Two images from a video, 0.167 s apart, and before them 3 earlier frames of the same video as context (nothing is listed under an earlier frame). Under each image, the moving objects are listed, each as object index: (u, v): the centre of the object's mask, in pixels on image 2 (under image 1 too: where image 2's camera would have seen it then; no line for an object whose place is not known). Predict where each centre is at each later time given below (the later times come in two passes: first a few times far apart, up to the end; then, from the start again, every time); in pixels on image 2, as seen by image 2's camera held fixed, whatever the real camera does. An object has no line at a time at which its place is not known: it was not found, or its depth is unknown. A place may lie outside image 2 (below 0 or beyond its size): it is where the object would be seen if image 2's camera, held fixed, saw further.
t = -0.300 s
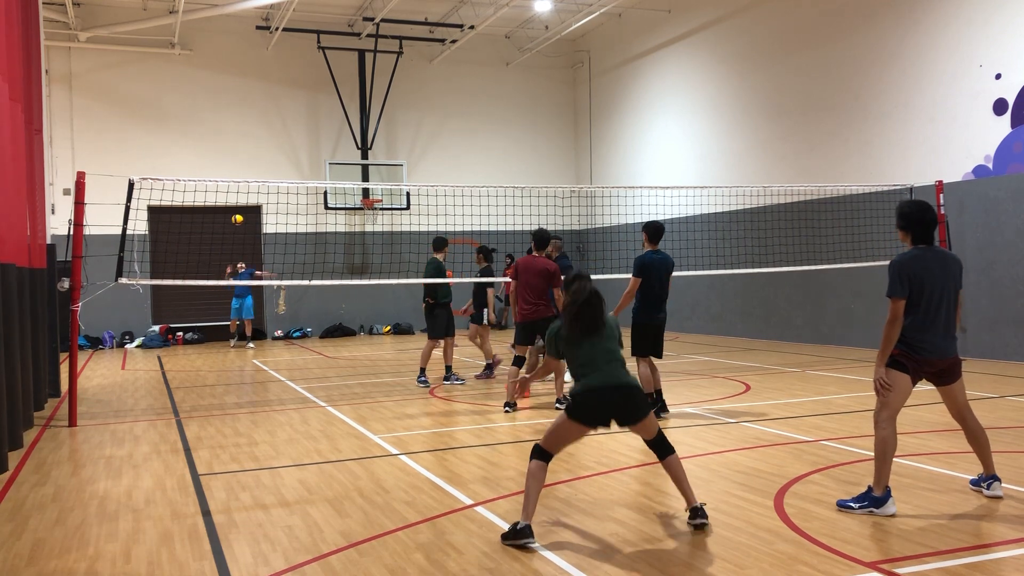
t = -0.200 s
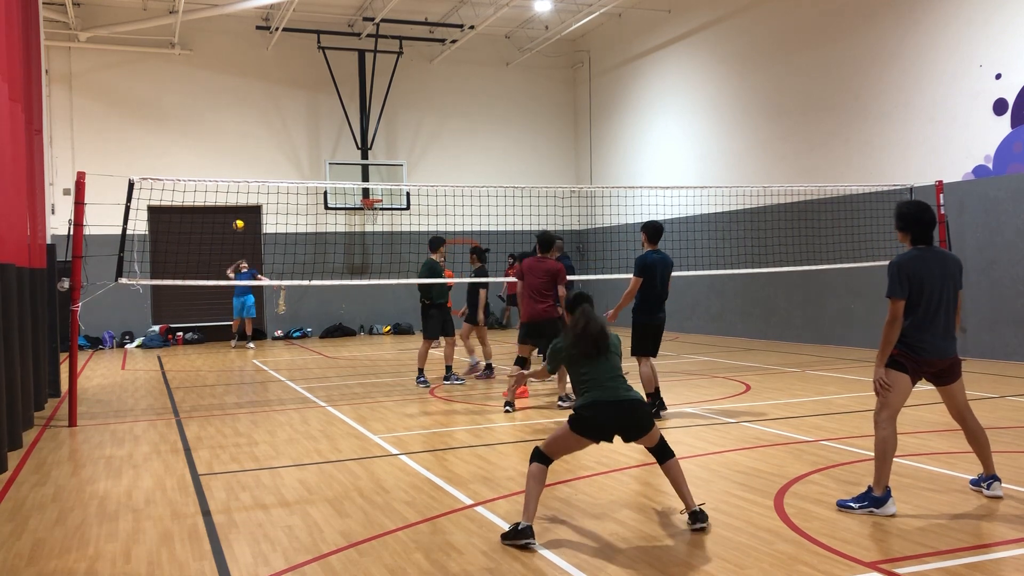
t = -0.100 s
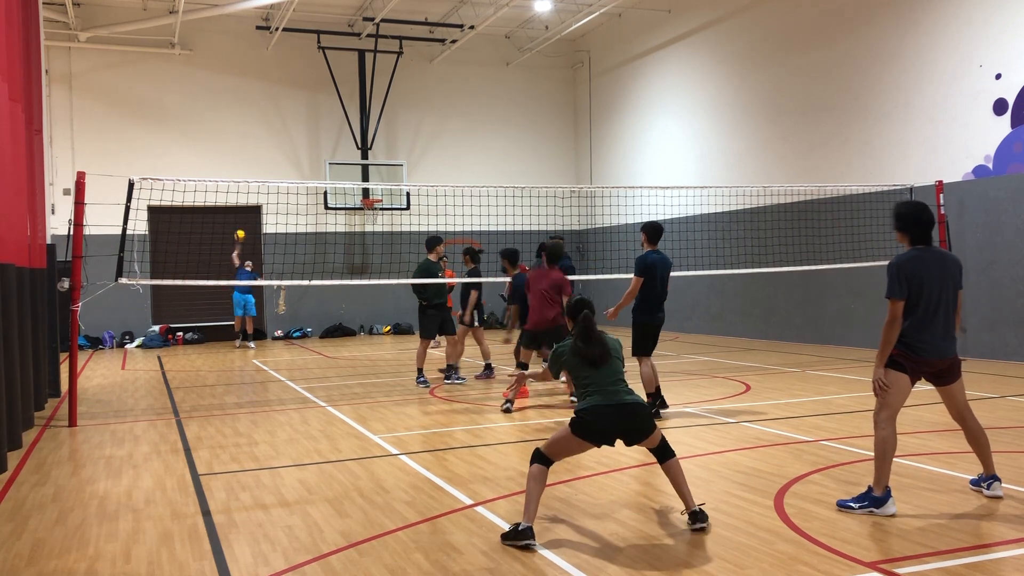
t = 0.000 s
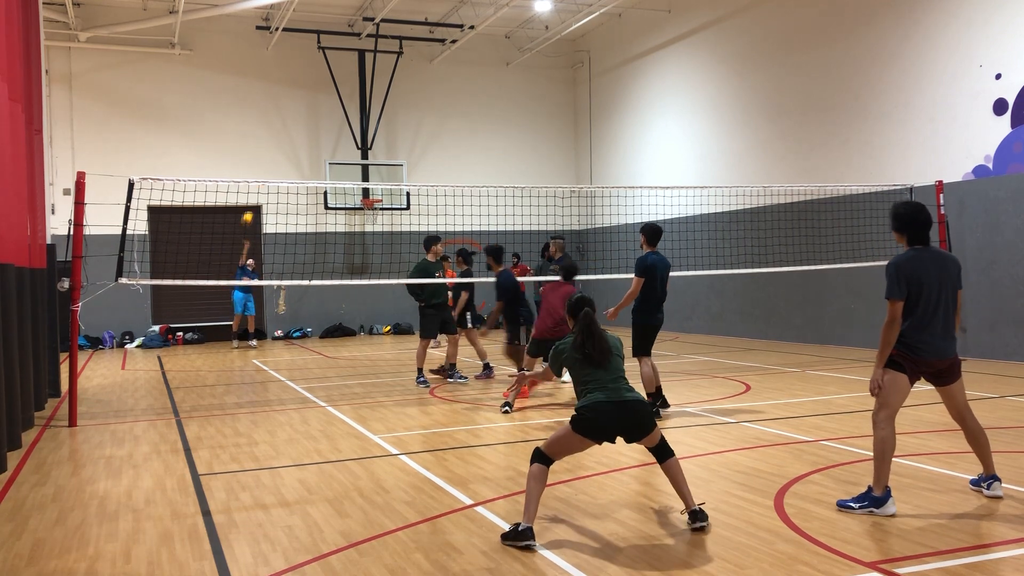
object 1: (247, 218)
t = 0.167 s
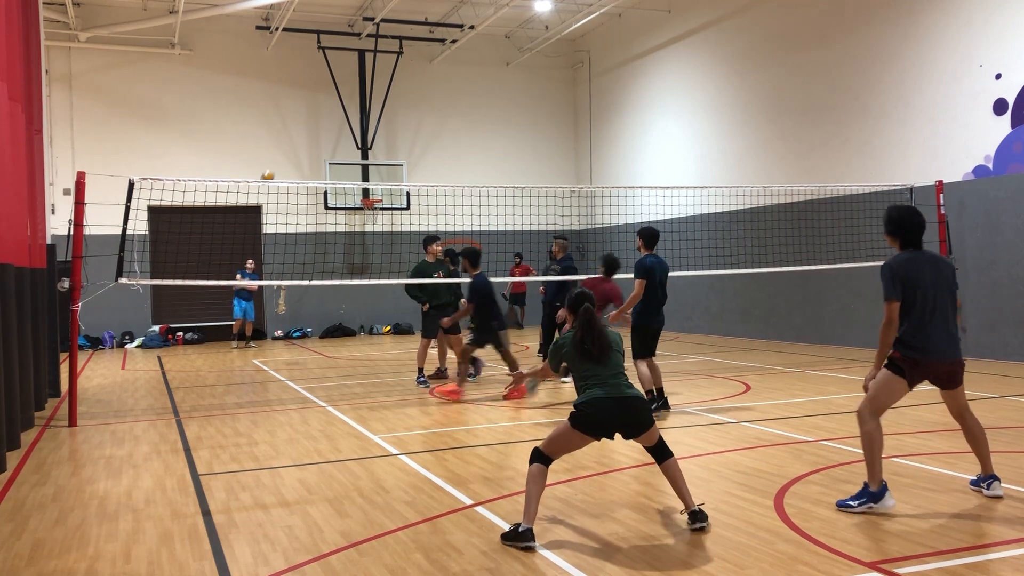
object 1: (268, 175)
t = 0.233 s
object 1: (277, 163)
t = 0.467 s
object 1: (311, 128)
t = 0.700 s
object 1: (350, 135)
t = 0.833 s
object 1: (380, 168)
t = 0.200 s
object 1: (272, 170)
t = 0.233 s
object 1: (277, 163)
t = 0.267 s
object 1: (282, 157)
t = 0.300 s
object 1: (286, 151)
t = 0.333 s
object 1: (291, 145)
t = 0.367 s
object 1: (296, 140)
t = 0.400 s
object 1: (301, 135)
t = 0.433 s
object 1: (306, 131)
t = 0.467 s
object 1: (311, 128)
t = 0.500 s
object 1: (316, 127)
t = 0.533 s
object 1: (321, 125)
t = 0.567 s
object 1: (327, 125)
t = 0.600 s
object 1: (333, 126)
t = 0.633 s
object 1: (338, 127)
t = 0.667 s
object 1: (344, 131)
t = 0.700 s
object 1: (350, 135)
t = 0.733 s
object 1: (357, 142)
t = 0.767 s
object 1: (364, 149)
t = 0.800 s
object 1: (371, 157)
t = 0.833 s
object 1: (380, 168)
